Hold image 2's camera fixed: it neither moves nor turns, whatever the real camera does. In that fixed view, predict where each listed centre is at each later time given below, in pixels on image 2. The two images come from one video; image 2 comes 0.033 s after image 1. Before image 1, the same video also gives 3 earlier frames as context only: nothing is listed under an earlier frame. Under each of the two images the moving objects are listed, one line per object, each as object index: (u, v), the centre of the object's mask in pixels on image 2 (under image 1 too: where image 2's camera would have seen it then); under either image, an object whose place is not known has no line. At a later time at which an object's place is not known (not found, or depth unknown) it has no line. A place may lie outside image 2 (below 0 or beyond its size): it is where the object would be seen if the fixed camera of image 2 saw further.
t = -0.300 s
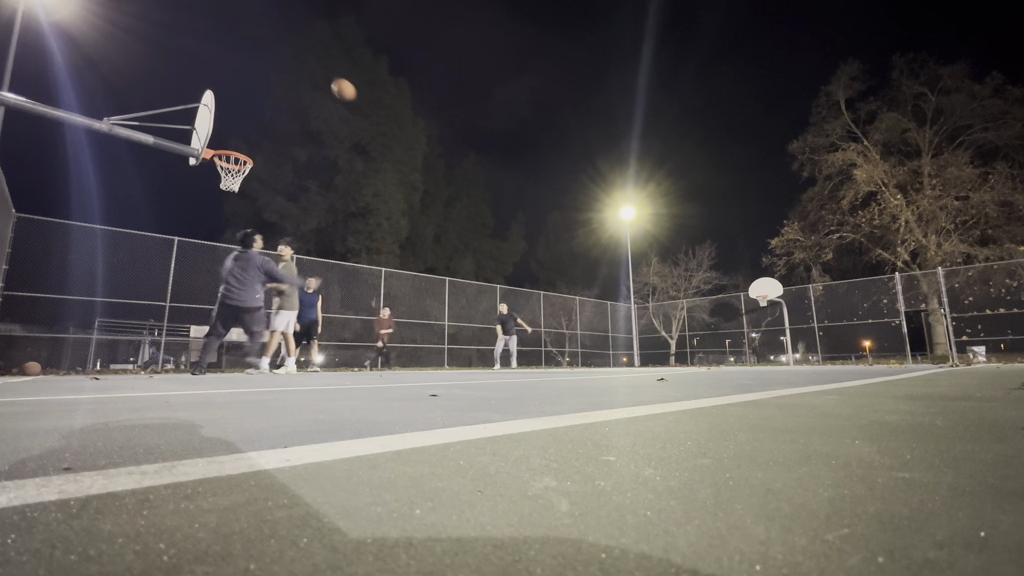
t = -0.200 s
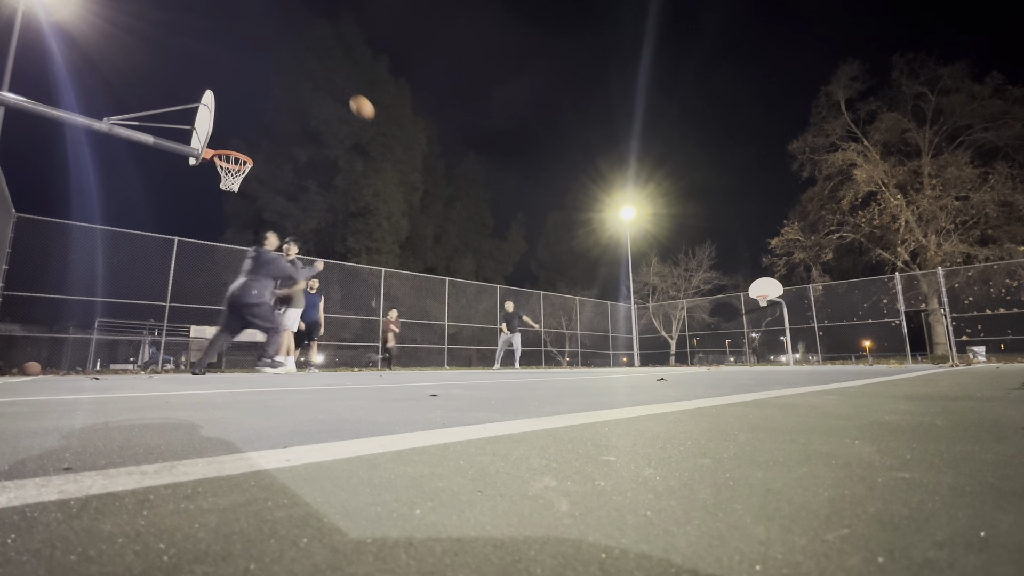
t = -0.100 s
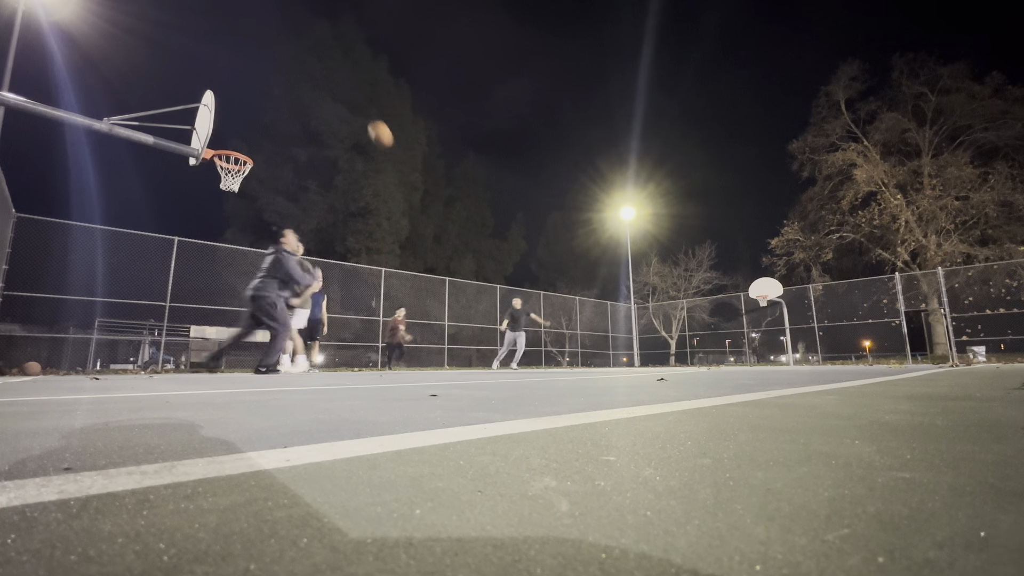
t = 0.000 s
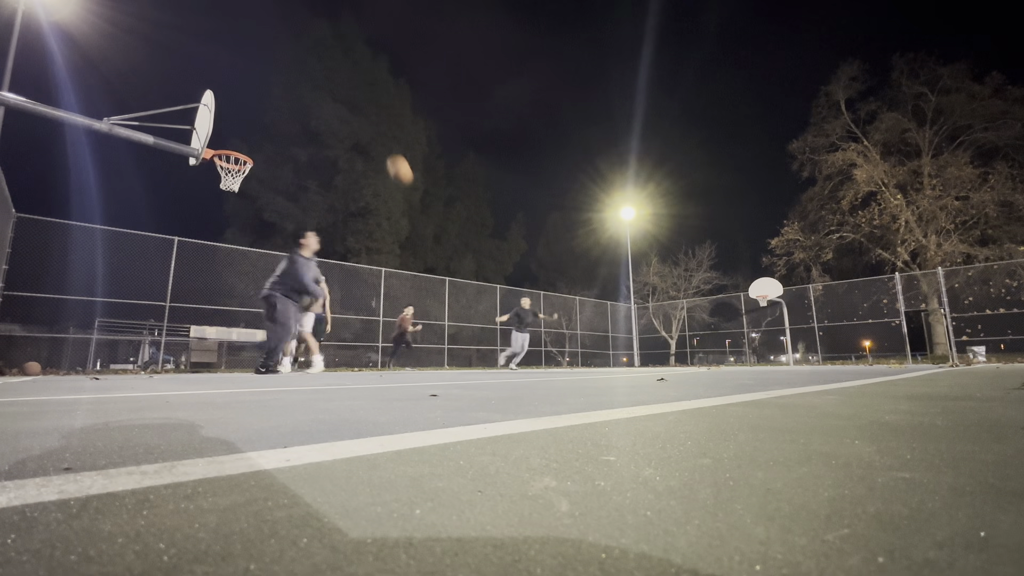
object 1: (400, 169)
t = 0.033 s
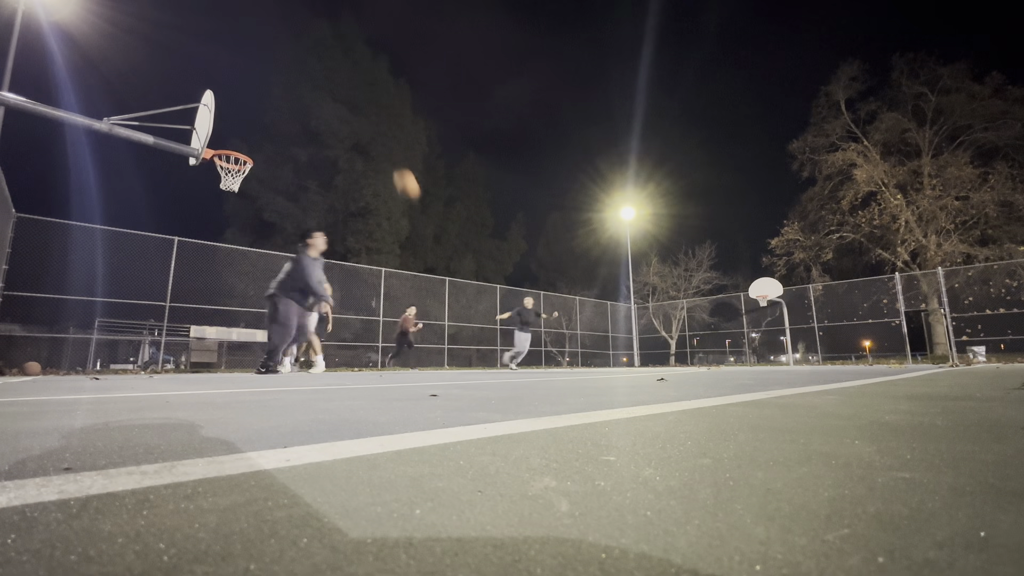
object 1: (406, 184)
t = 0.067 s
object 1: (413, 199)
